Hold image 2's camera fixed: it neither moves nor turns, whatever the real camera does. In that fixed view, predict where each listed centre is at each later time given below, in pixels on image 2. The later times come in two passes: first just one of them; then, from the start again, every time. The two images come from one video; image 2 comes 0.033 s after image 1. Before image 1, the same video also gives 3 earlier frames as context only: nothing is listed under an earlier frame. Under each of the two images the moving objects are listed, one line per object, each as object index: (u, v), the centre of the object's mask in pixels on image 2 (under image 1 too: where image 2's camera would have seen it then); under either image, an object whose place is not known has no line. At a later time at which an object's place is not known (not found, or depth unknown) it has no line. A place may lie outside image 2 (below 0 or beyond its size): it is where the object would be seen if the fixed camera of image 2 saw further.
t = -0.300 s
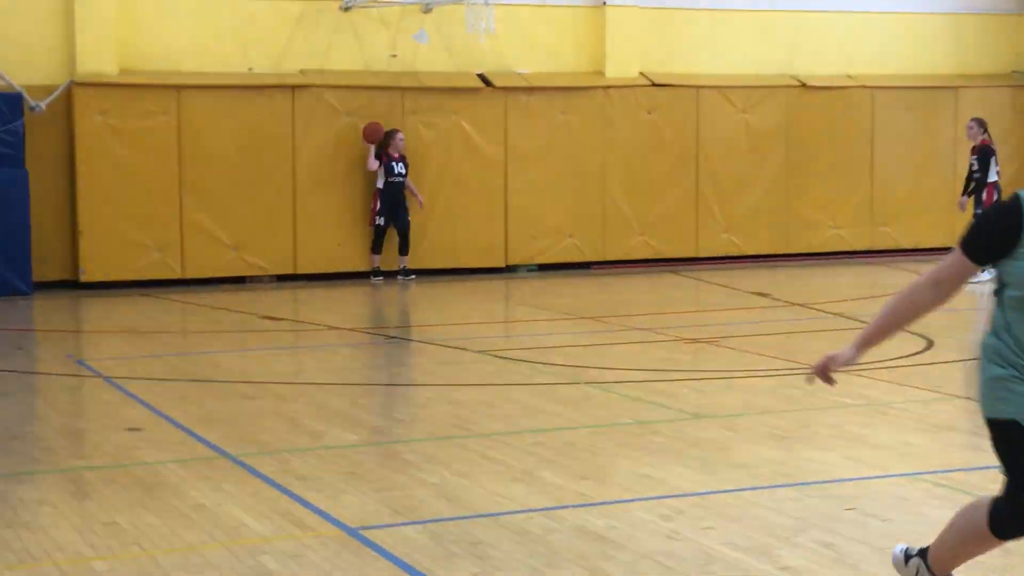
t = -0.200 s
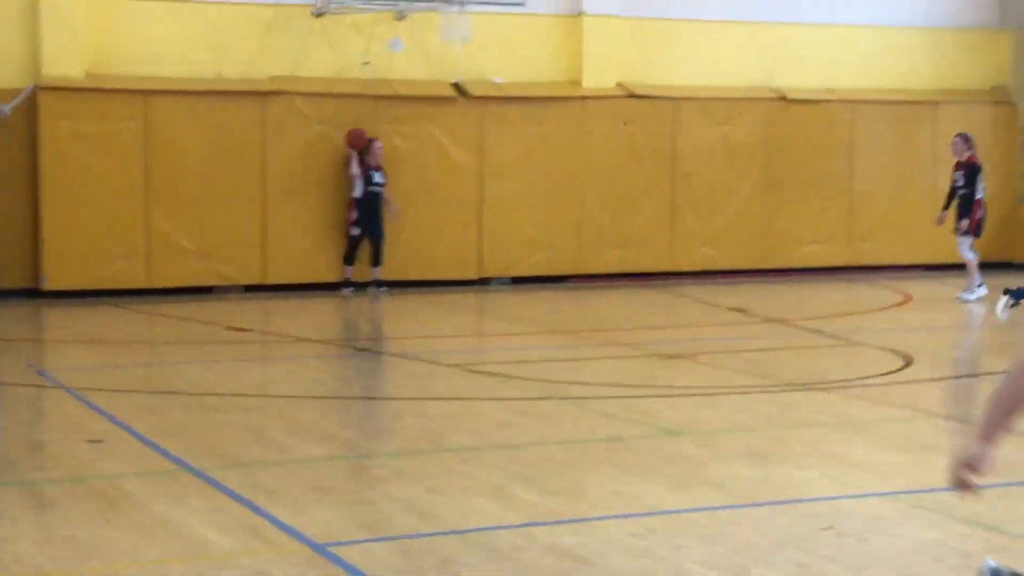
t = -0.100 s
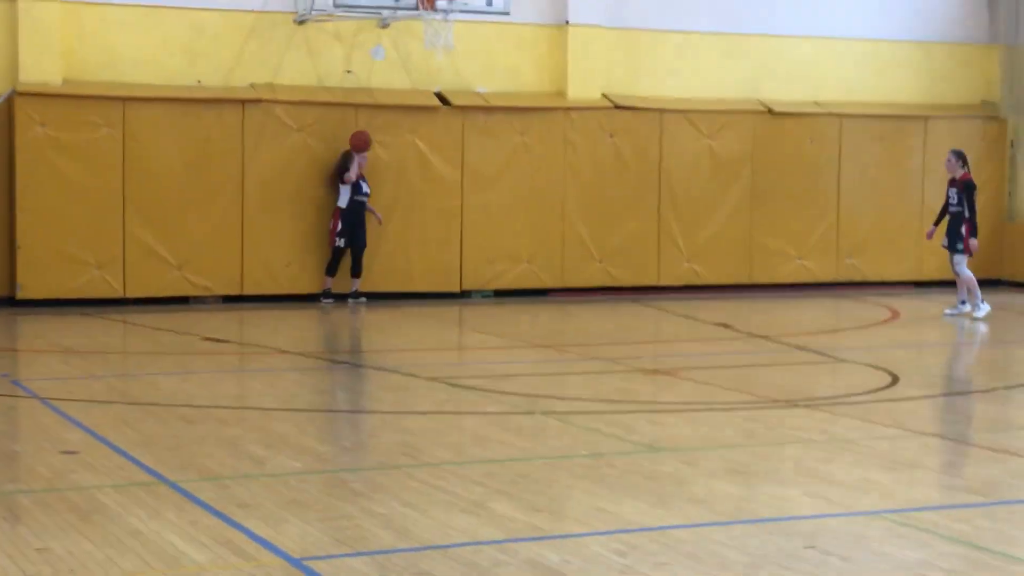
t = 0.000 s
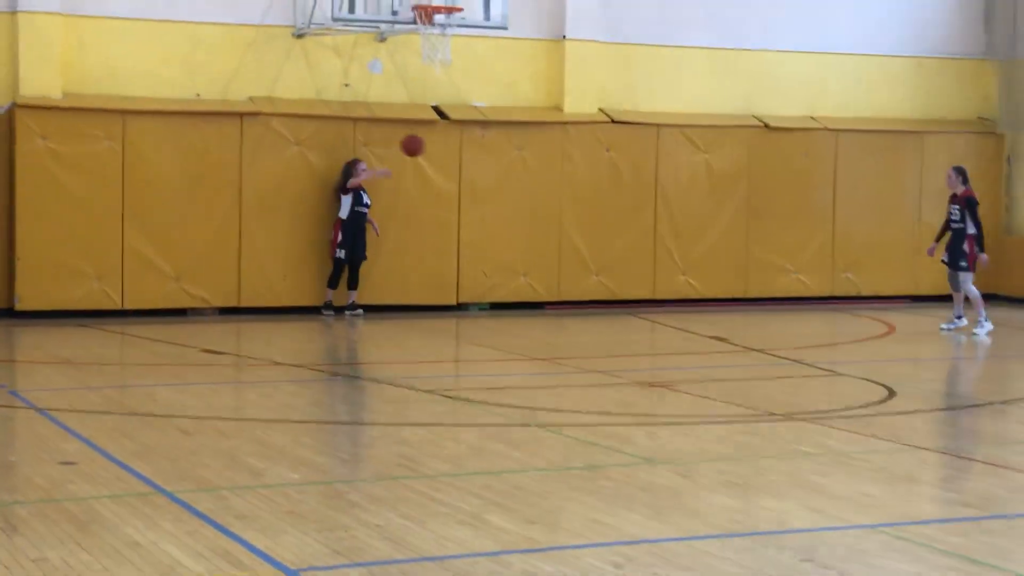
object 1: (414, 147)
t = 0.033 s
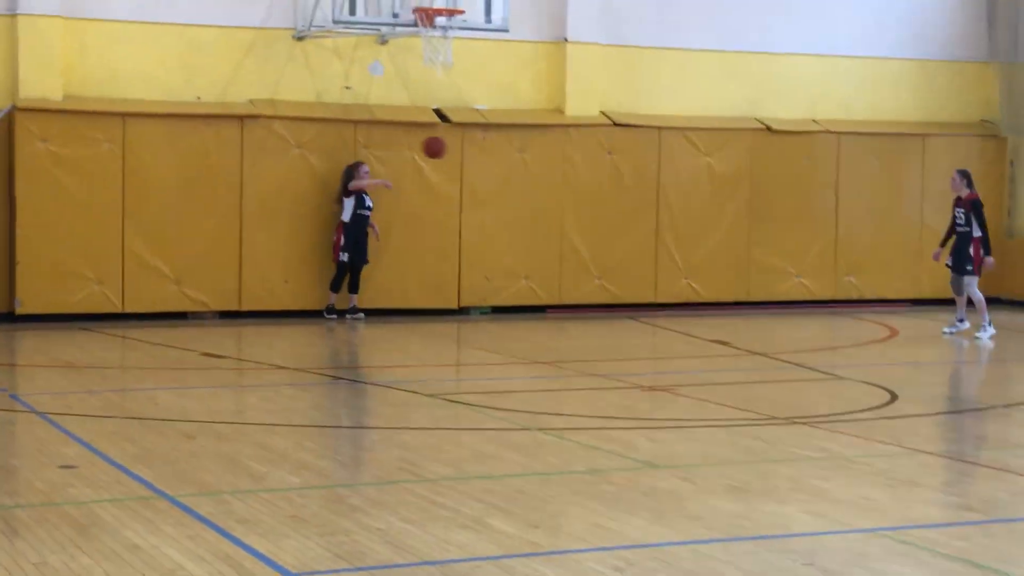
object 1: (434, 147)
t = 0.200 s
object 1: (538, 161)
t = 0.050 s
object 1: (444, 148)
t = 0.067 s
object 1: (454, 148)
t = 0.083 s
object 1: (465, 149)
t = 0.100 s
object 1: (476, 150)
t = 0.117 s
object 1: (486, 151)
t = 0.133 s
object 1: (496, 153)
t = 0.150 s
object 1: (506, 155)
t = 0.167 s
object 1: (517, 156)
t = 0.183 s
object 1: (528, 158)
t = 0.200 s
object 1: (538, 161)
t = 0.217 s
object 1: (548, 164)
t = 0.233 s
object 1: (559, 167)
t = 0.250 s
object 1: (569, 171)
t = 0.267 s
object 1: (579, 174)
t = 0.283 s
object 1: (590, 178)
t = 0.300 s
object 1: (600, 183)
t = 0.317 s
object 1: (610, 187)
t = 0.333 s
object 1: (620, 192)
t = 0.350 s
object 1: (630, 196)
